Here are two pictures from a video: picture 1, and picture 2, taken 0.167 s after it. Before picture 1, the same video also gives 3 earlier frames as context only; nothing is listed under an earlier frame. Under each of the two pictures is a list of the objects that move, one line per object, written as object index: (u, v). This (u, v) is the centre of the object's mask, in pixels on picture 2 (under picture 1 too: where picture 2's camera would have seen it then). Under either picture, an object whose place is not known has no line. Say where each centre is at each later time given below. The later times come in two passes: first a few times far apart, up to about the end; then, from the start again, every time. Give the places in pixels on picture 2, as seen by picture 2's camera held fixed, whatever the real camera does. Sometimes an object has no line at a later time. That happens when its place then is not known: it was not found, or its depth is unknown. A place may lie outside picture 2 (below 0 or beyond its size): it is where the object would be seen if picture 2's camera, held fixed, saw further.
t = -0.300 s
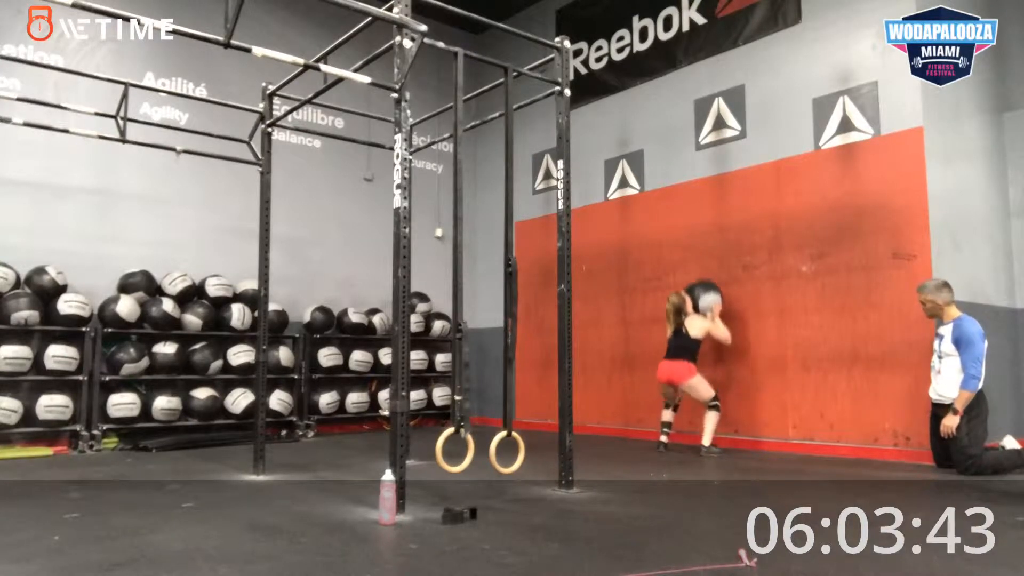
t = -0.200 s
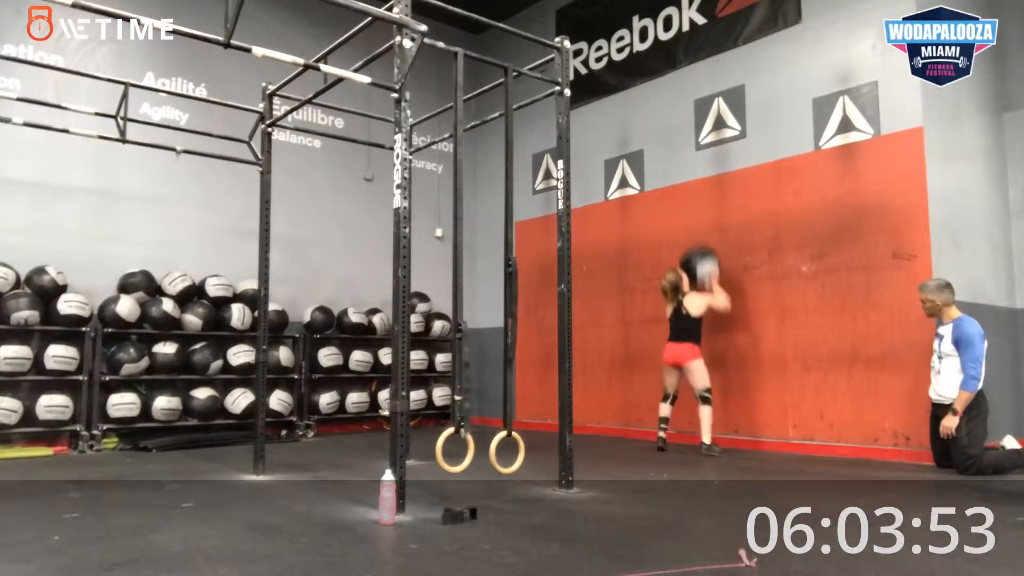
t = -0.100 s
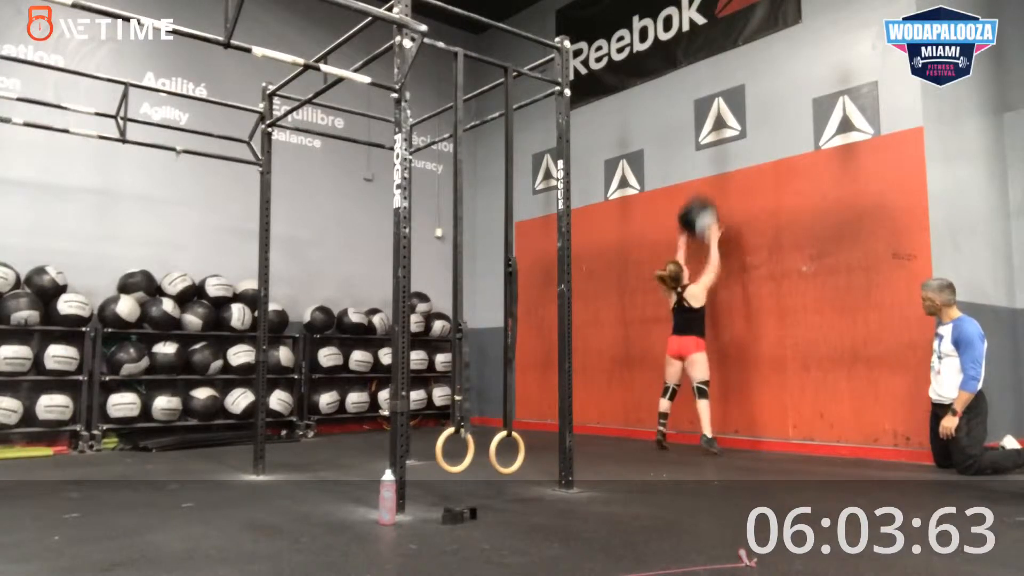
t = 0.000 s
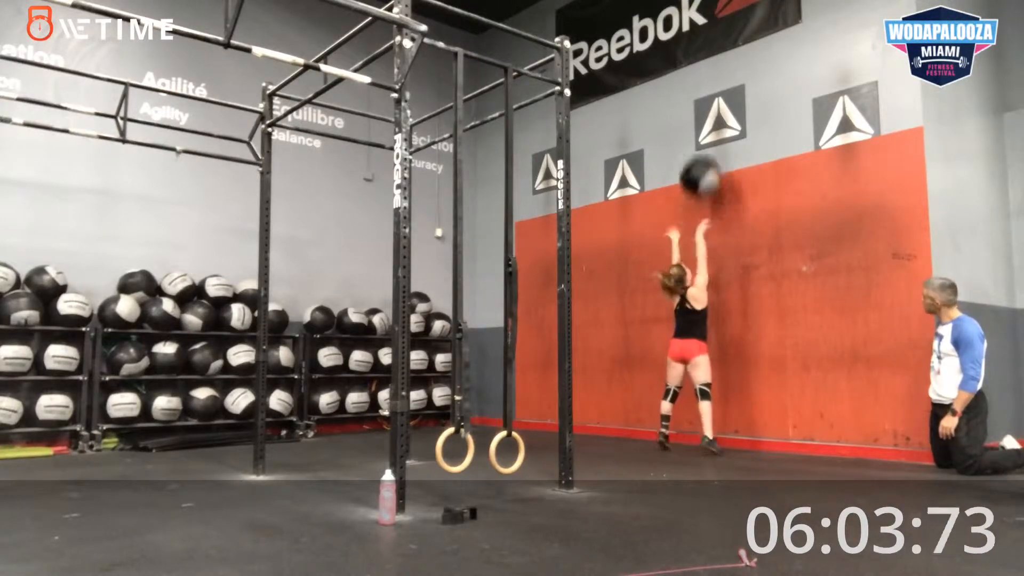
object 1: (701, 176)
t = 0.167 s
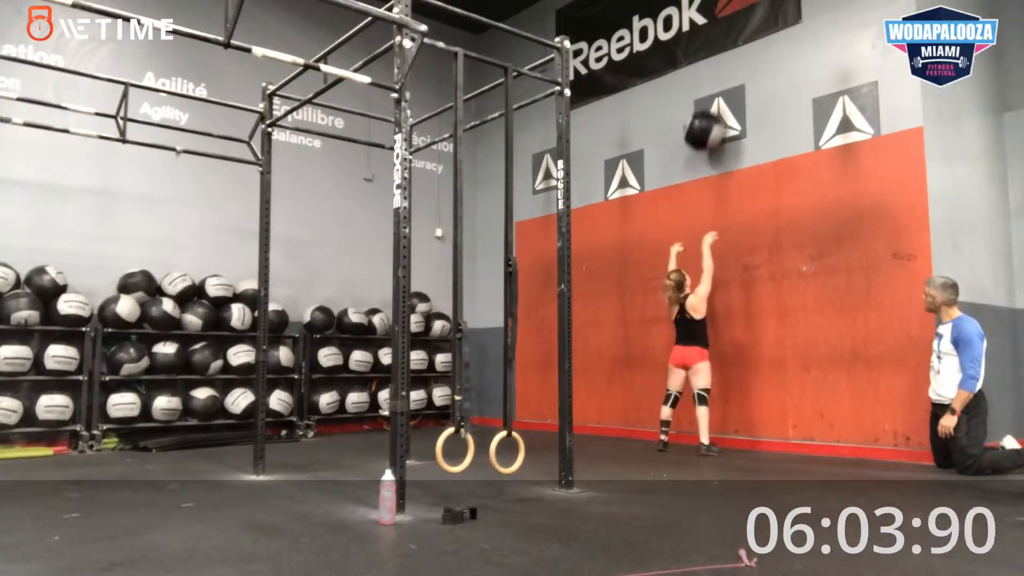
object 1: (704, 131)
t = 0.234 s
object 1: (705, 121)
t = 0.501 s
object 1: (710, 129)
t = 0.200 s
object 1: (705, 126)
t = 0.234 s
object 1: (705, 121)
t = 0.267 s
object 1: (706, 118)
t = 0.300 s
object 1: (707, 116)
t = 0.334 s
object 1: (707, 116)
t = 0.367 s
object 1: (708, 116)
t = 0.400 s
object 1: (709, 117)
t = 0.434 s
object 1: (709, 120)
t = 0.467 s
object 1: (710, 125)
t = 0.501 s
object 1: (710, 129)
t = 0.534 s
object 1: (709, 133)
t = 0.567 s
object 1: (708, 138)
